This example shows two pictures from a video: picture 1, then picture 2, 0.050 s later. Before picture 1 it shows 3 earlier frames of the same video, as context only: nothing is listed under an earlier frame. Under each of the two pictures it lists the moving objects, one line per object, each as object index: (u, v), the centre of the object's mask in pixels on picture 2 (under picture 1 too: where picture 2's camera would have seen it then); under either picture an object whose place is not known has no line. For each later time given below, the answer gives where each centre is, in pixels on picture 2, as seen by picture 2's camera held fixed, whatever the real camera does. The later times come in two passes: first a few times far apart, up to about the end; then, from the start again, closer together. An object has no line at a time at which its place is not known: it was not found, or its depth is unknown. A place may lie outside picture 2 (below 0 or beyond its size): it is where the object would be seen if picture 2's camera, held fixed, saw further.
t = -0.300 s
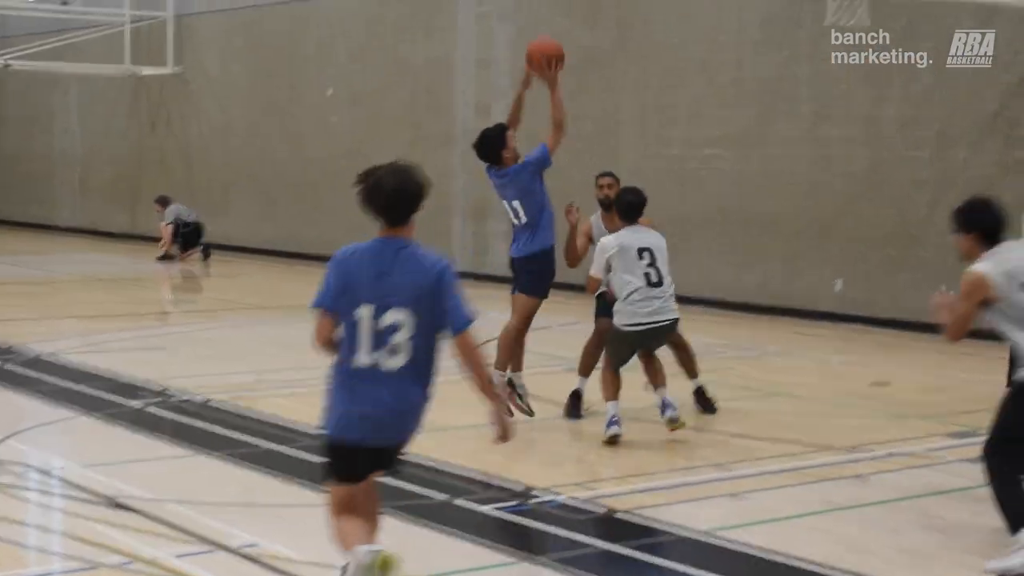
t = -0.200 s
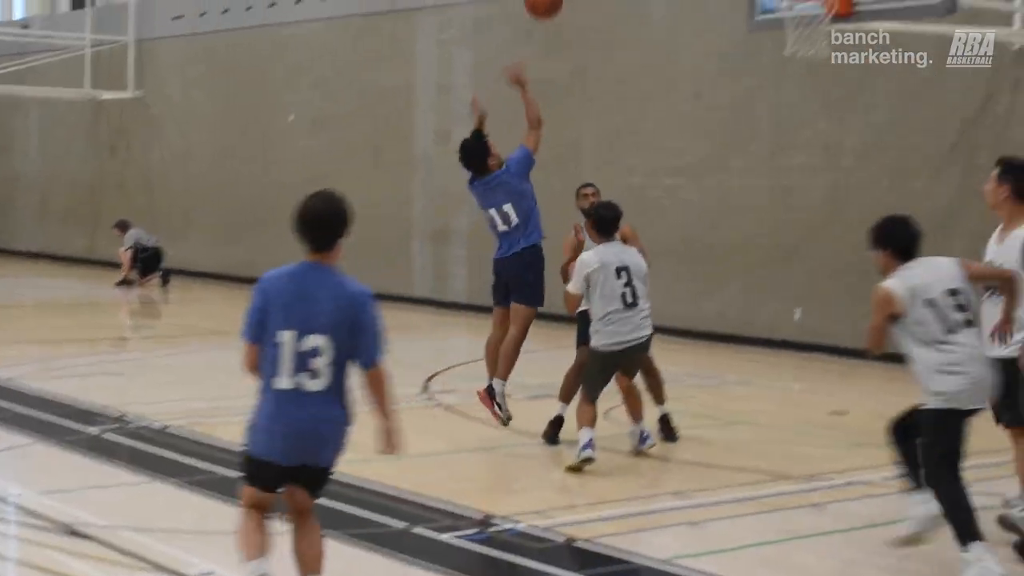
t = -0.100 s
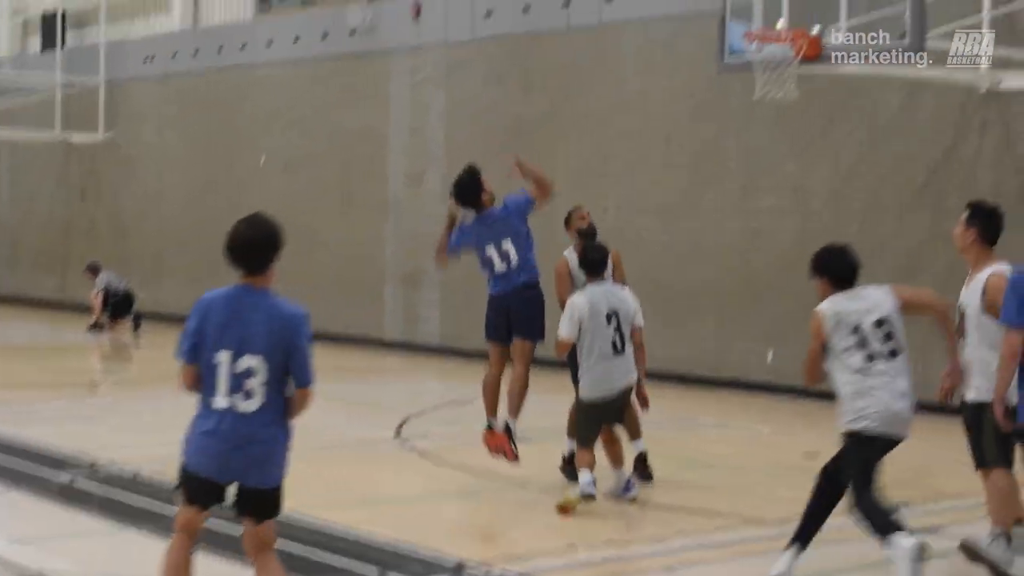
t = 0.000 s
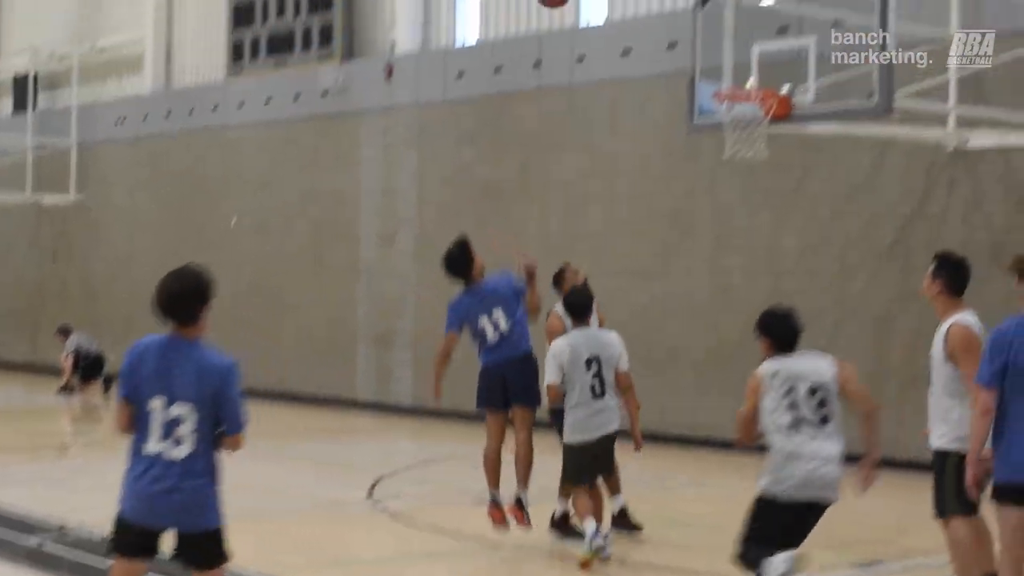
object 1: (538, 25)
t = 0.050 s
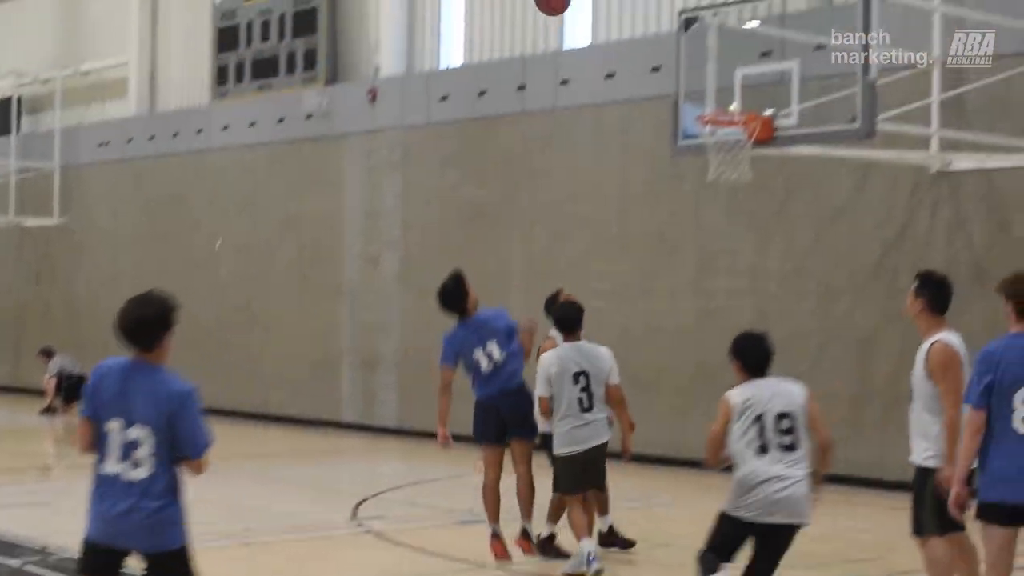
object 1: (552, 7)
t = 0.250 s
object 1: (609, -20)
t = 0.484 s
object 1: (669, 14)
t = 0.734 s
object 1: (728, 137)
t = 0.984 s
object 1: (757, 223)
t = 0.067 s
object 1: (558, 2)
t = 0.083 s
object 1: (562, -2)
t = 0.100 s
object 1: (567, -5)
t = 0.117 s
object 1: (571, -9)
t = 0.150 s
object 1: (582, -14)
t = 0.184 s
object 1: (591, -17)
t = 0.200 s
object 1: (596, -19)
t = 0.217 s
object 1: (600, -20)
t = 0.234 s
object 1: (605, -20)
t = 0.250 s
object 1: (609, -20)
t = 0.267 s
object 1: (613, -20)
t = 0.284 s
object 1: (618, -20)
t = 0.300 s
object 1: (622, -19)
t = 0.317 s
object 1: (627, -18)
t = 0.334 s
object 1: (631, -17)
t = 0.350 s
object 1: (635, -15)
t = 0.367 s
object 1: (641, -14)
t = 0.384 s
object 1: (644, -12)
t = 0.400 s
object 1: (649, -9)
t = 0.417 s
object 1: (654, -5)
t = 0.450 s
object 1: (662, 3)
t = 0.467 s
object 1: (666, 8)
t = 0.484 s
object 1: (669, 14)
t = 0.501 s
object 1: (675, 20)
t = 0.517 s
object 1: (678, 26)
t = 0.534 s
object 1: (682, 33)
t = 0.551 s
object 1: (687, 40)
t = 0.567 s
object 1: (690, 46)
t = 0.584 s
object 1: (694, 54)
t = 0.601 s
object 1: (699, 63)
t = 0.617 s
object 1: (702, 71)
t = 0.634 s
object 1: (706, 79)
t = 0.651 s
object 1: (710, 88)
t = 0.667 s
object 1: (714, 98)
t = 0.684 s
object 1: (718, 104)
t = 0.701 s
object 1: (719, 114)
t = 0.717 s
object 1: (722, 130)
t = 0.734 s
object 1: (728, 137)
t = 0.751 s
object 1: (729, 145)
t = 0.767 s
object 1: (734, 152)
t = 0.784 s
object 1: (734, 156)
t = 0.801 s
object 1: (737, 159)
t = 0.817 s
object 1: (740, 168)
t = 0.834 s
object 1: (742, 169)
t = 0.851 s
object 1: (743, 172)
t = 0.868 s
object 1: (745, 176)
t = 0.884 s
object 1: (746, 182)
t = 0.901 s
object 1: (748, 188)
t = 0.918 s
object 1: (750, 194)
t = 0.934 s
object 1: (752, 201)
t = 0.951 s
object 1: (754, 208)
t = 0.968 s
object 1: (755, 215)
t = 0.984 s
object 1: (757, 223)
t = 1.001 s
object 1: (759, 231)
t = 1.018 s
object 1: (760, 240)
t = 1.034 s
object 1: (762, 249)
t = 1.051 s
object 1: (763, 259)
